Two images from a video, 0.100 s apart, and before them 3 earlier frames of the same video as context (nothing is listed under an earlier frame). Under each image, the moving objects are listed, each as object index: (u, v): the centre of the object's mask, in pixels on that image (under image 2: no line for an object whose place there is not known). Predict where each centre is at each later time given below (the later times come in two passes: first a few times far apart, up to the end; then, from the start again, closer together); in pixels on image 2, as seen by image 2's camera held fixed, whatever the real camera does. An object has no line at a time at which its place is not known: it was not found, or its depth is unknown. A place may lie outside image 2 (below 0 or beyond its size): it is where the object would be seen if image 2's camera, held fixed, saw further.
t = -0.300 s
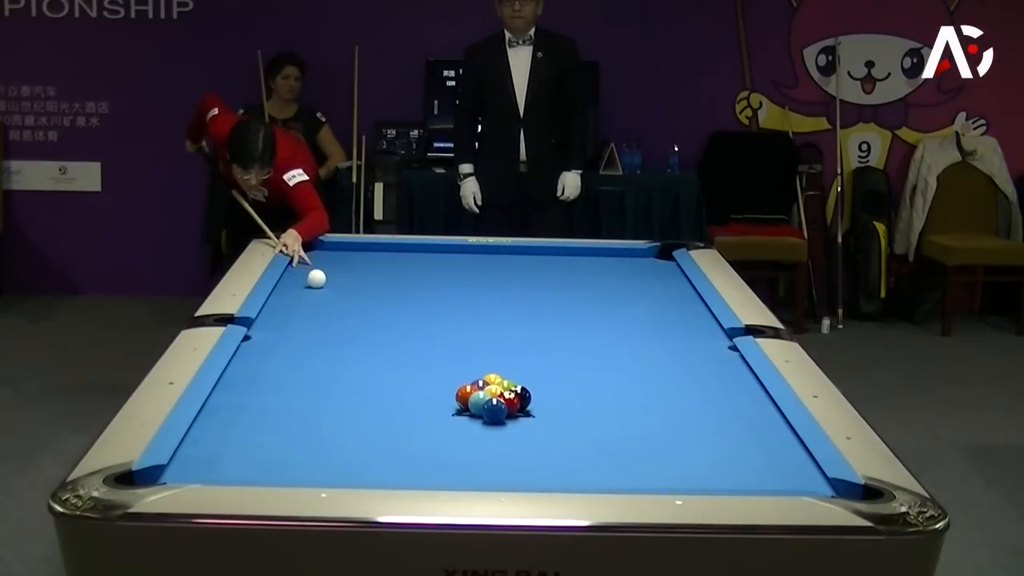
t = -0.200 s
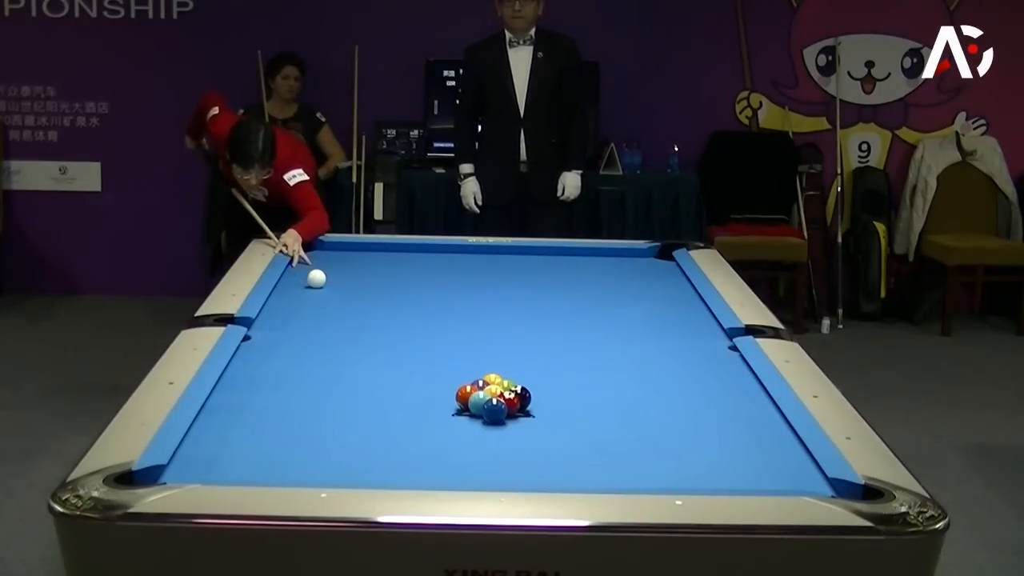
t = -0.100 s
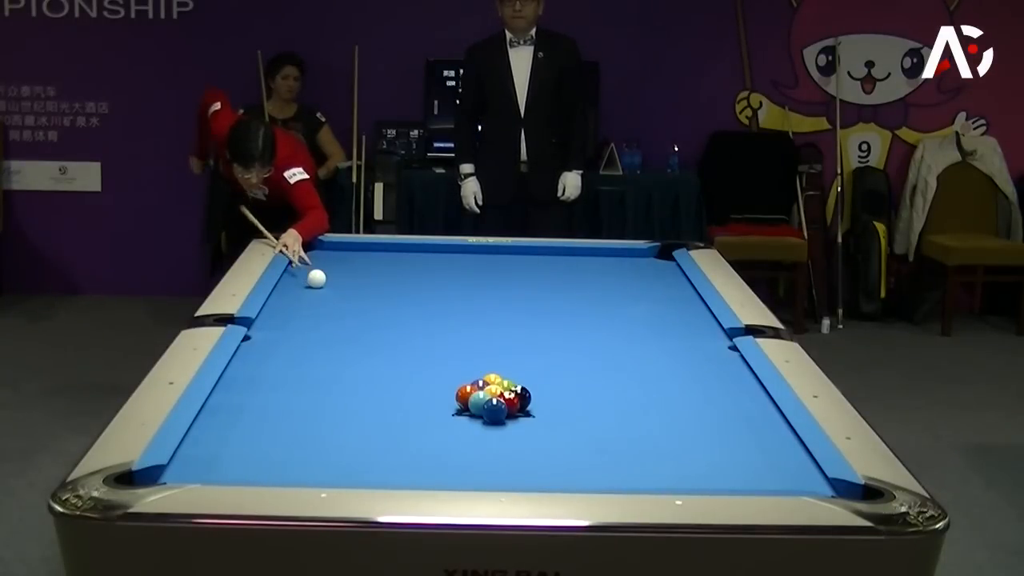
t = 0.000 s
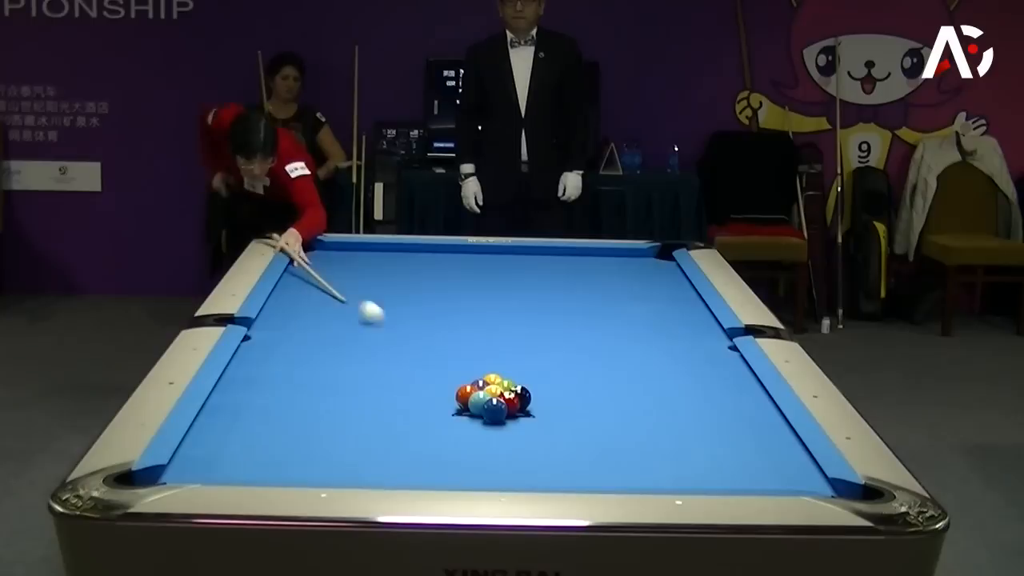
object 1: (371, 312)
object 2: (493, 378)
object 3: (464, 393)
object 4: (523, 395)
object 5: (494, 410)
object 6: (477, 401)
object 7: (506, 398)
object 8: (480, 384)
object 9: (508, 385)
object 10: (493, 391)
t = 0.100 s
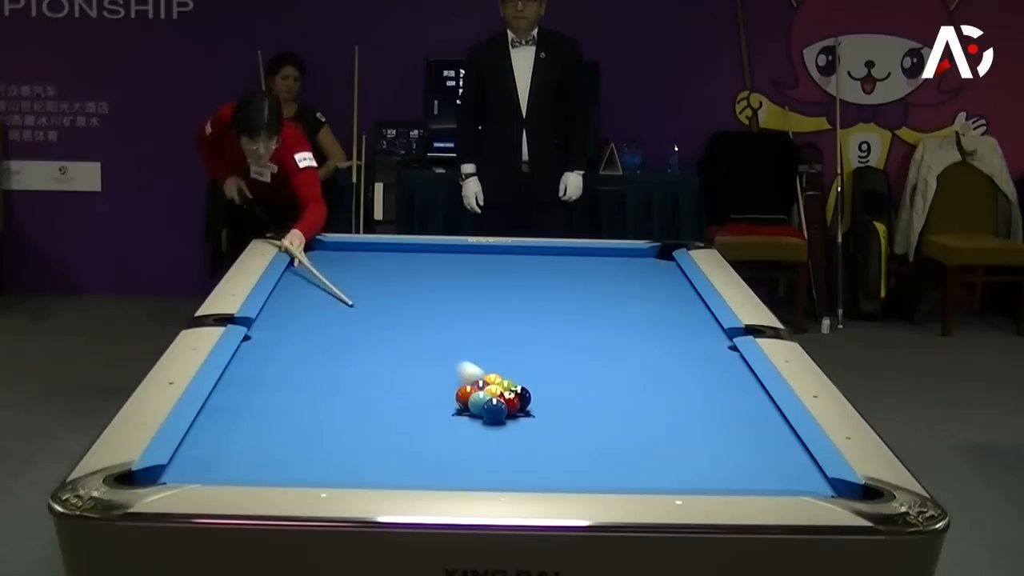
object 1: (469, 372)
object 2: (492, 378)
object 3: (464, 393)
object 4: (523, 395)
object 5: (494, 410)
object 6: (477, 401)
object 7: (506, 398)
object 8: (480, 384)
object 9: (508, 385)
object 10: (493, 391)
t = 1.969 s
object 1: (365, 408)
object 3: (461, 445)
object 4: (310, 430)
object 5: (462, 414)
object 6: (528, 454)
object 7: (607, 475)
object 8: (441, 388)
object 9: (502, 328)
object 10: (491, 402)
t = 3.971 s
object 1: (419, 371)
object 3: (707, 445)
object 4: (480, 407)
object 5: (654, 403)
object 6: (766, 469)
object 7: (633, 450)
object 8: (441, 388)
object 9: (288, 280)
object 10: (498, 398)
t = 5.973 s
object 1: (439, 360)
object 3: (702, 439)
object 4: (486, 409)
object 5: (715, 400)
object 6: (792, 479)
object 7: (633, 450)
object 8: (441, 388)
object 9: (350, 269)
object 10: (504, 397)
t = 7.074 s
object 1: (439, 359)
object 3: (702, 439)
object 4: (486, 409)
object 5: (714, 400)
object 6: (791, 479)
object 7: (633, 450)
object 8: (441, 388)
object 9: (356, 269)
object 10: (503, 398)
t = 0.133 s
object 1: (460, 379)
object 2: (504, 378)
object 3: (455, 396)
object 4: (568, 406)
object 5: (483, 417)
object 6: (471, 405)
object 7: (506, 403)
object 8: (477, 386)
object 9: (523, 390)
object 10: (492, 394)
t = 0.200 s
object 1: (426, 384)
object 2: (535, 377)
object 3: (433, 403)
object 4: (694, 432)
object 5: (450, 436)
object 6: (456, 412)
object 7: (510, 409)
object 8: (474, 392)
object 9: (559, 390)
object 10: (492, 398)
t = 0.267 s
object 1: (392, 389)
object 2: (560, 371)
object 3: (411, 411)
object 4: (785, 451)
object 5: (418, 455)
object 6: (441, 422)
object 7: (517, 414)
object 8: (472, 392)
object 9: (591, 388)
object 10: (493, 399)
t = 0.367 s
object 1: (347, 393)
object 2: (593, 364)
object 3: (381, 420)
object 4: (670, 465)
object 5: (370, 476)
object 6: (420, 431)
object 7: (523, 419)
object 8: (468, 391)
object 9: (633, 386)
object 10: (492, 399)
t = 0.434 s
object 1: (318, 395)
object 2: (613, 360)
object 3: (361, 425)
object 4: (594, 473)
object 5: (356, 469)
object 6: (406, 438)
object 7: (527, 423)
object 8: (465, 391)
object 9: (659, 385)
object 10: (492, 399)
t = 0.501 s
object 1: (289, 398)
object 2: (632, 355)
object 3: (341, 429)
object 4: (520, 478)
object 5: (344, 459)
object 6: (391, 445)
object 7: (531, 427)
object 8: (463, 390)
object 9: (685, 383)
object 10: (492, 400)
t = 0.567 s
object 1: (259, 400)
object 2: (651, 351)
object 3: (318, 433)
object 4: (454, 475)
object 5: (332, 449)
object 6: (376, 452)
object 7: (535, 430)
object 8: (461, 389)
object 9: (711, 382)
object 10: (492, 400)
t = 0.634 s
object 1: (230, 403)
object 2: (670, 347)
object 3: (289, 437)
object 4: (399, 470)
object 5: (331, 444)
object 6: (361, 459)
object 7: (540, 434)
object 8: (458, 389)
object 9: (736, 380)
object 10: (492, 401)
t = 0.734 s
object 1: (235, 405)
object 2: (696, 341)
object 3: (235, 435)
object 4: (358, 471)
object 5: (338, 440)
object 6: (302, 457)
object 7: (546, 440)
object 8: (455, 389)
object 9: (727, 376)
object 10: (492, 401)
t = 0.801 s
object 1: (251, 406)
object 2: (713, 337)
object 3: (202, 436)
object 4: (340, 474)
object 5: (341, 437)
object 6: (256, 453)
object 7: (550, 444)
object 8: (453, 388)
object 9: (711, 373)
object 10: (492, 401)
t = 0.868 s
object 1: (264, 407)
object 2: (729, 333)
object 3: (215, 431)
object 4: (319, 475)
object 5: (344, 434)
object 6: (211, 448)
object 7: (554, 448)
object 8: (452, 388)
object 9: (696, 370)
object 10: (491, 402)
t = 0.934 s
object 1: (277, 408)
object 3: (234, 438)
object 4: (295, 473)
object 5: (347, 432)
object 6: (204, 448)
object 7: (558, 451)
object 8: (450, 388)
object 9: (682, 367)
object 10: (491, 402)
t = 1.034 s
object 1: (295, 410)
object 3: (261, 435)
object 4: (258, 471)
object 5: (351, 427)
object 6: (245, 449)
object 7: (564, 457)
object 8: (448, 388)
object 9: (662, 363)
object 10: (491, 402)
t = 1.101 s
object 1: (307, 411)
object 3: (276, 434)
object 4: (234, 469)
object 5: (354, 425)
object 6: (266, 449)
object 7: (568, 461)
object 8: (447, 388)
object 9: (649, 359)
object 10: (491, 402)
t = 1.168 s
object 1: (319, 412)
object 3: (290, 432)
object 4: (210, 468)
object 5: (356, 423)
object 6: (287, 449)
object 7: (572, 465)
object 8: (446, 388)
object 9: (636, 357)
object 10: (491, 402)
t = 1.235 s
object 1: (331, 413)
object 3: (301, 434)
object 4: (187, 466)
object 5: (359, 420)
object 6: (308, 449)
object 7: (576, 469)
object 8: (445, 388)
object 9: (624, 354)
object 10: (491, 402)
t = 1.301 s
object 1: (340, 414)
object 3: (315, 436)
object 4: (191, 464)
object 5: (364, 419)
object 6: (328, 450)
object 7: (580, 472)
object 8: (444, 388)
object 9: (611, 351)
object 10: (491, 402)
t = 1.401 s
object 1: (344, 412)
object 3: (339, 439)
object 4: (213, 459)
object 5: (381, 418)
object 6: (359, 451)
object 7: (587, 475)
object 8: (443, 387)
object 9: (593, 348)
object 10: (491, 402)
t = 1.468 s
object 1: (347, 412)
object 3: (355, 440)
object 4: (226, 456)
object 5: (391, 418)
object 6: (380, 452)
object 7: (591, 477)
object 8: (442, 387)
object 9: (582, 345)
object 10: (491, 402)
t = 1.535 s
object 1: (350, 411)
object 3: (370, 441)
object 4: (238, 452)
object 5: (401, 418)
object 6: (401, 452)
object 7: (595, 479)
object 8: (442, 387)
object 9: (570, 342)
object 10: (491, 402)
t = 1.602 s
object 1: (353, 411)
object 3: (385, 442)
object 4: (250, 448)
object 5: (411, 417)
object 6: (421, 453)
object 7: (599, 480)
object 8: (441, 388)
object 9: (559, 340)
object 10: (491, 402)
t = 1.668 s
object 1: (355, 411)
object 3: (399, 443)
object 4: (262, 445)
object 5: (421, 417)
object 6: (441, 453)
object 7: (600, 479)
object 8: (441, 388)
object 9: (548, 338)
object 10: (491, 402)
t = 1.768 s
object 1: (359, 410)
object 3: (420, 444)
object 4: (279, 440)
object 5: (435, 416)
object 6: (470, 453)
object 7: (602, 478)
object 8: (441, 388)
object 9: (532, 334)
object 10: (491, 402)
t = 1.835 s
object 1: (361, 409)
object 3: (434, 444)
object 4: (290, 436)
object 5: (445, 415)
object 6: (490, 454)
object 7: (604, 477)
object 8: (441, 388)
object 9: (522, 332)
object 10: (491, 402)
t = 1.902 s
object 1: (363, 409)
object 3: (447, 444)
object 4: (300, 433)
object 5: (453, 414)
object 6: (509, 454)
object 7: (605, 476)
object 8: (441, 388)
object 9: (512, 330)
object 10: (491, 402)
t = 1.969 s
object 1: (365, 408)
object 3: (461, 445)
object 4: (310, 430)
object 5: (462, 414)
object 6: (528, 454)
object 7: (607, 475)
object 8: (441, 388)
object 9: (502, 328)
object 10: (491, 402)
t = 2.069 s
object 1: (368, 408)
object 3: (481, 446)
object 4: (325, 426)
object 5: (475, 413)
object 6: (556, 455)
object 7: (609, 473)
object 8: (441, 388)
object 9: (487, 324)
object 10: (492, 401)
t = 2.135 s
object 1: (370, 407)
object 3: (494, 446)
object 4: (335, 423)
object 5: (485, 413)
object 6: (575, 455)
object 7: (610, 472)
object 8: (441, 388)
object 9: (478, 323)
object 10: (492, 397)
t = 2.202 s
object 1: (371, 407)
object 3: (507, 446)
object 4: (344, 420)
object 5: (492, 412)
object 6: (592, 454)
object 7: (612, 471)
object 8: (441, 388)
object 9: (469, 320)
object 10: (491, 396)
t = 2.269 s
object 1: (373, 406)
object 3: (520, 446)
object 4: (353, 417)
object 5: (500, 412)
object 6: (611, 450)
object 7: (613, 470)
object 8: (441, 388)
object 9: (459, 319)
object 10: (488, 399)
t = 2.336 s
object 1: (377, 404)
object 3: (533, 447)
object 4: (362, 415)
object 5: (509, 411)
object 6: (632, 454)
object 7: (614, 468)
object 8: (441, 388)
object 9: (450, 317)
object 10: (490, 401)
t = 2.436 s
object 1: (379, 398)
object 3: (551, 447)
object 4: (373, 413)
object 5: (520, 411)
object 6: (656, 456)
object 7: (616, 466)
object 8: (441, 388)
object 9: (438, 314)
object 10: (490, 401)
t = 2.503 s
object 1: (381, 396)
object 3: (563, 448)
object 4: (380, 412)
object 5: (528, 410)
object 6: (673, 456)
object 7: (617, 465)
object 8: (441, 388)
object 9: (429, 312)
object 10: (491, 402)
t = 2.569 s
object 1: (382, 395)
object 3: (575, 448)
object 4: (386, 412)
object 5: (535, 409)
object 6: (691, 457)
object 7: (618, 464)
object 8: (441, 388)
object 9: (421, 310)
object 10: (491, 402)
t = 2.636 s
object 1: (383, 395)
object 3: (587, 448)
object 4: (393, 412)
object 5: (543, 409)
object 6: (707, 457)
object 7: (619, 462)
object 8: (441, 388)
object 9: (413, 308)
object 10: (491, 402)
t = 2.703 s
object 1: (386, 394)
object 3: (598, 448)
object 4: (399, 411)
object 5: (550, 409)
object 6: (724, 457)
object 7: (620, 461)
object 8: (441, 388)
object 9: (405, 307)
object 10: (491, 402)
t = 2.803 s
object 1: (390, 393)
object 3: (613, 444)
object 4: (408, 411)
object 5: (560, 408)
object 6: (750, 458)
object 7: (621, 459)
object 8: (441, 388)
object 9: (394, 304)
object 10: (491, 402)
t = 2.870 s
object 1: (392, 391)
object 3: (630, 444)
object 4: (413, 411)
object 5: (566, 408)
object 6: (766, 458)
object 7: (622, 459)
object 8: (441, 388)
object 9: (386, 302)
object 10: (491, 402)
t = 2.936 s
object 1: (394, 390)
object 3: (641, 448)
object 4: (419, 410)
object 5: (573, 407)
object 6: (782, 458)
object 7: (624, 458)
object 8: (441, 387)
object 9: (379, 300)
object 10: (491, 402)
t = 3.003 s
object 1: (396, 388)
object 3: (650, 450)
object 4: (425, 410)
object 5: (580, 407)
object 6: (798, 458)
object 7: (625, 457)
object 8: (441, 388)
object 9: (372, 299)
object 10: (491, 402)
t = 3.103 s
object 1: (399, 386)
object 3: (666, 451)
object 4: (432, 410)
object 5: (589, 406)
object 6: (787, 458)
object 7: (626, 455)
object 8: (441, 387)
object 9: (362, 297)
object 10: (491, 402)
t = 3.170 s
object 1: (401, 385)
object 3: (676, 451)
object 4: (438, 409)
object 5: (595, 406)
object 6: (778, 458)
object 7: (627, 455)
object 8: (441, 386)
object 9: (355, 295)
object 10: (491, 402)
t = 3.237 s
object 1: (403, 383)
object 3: (686, 452)
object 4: (443, 409)
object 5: (600, 406)
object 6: (769, 458)
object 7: (627, 454)
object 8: (441, 386)
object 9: (349, 294)
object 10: (491, 402)
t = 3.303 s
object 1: (405, 381)
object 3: (697, 452)
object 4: (448, 409)
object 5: (606, 405)
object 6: (761, 458)
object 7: (628, 453)
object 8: (440, 387)
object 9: (342, 293)
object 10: (491, 402)
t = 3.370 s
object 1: (406, 381)
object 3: (707, 452)
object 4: (452, 408)
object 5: (611, 405)
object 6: (753, 458)
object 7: (629, 453)
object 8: (441, 388)
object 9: (336, 291)
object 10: (491, 402)
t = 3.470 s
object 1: (409, 379)
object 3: (715, 452)
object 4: (459, 408)
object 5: (620, 405)
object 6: (747, 459)
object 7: (629, 452)
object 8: (441, 388)
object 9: (327, 289)
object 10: (490, 401)
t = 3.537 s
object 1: (410, 377)
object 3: (713, 451)
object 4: (463, 407)
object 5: (625, 404)
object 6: (750, 460)
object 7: (630, 452)
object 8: (441, 388)
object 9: (321, 288)
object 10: (490, 402)
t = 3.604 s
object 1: (412, 376)
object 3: (712, 450)
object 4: (466, 407)
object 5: (630, 404)
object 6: (753, 461)
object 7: (631, 451)
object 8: (441, 388)
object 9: (315, 286)
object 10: (491, 401)
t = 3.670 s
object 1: (413, 375)
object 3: (711, 449)
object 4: (471, 407)
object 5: (635, 404)
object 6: (755, 463)
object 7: (631, 451)
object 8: (441, 388)
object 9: (310, 285)
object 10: (492, 401)
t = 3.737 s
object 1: (415, 374)
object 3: (710, 448)
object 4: (474, 407)
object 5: (639, 404)
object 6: (758, 464)
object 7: (632, 451)
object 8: (441, 388)
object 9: (304, 284)
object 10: (493, 401)
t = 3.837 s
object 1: (417, 373)
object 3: (709, 447)
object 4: (477, 408)
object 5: (646, 403)
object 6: (761, 466)
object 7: (632, 451)
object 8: (441, 388)
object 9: (296, 282)
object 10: (496, 400)
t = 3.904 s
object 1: (418, 371)
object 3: (708, 446)
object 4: (478, 408)
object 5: (650, 403)
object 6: (764, 467)
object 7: (632, 450)
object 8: (441, 388)
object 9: (291, 281)
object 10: (497, 399)
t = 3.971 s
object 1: (419, 371)
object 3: (707, 445)
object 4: (480, 407)
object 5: (654, 403)
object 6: (766, 469)
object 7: (633, 450)
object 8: (441, 388)
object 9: (288, 280)
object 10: (498, 398)
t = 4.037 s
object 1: (421, 370)
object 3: (706, 444)
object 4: (482, 408)
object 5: (658, 403)
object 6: (767, 470)
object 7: (633, 450)
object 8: (441, 388)
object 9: (291, 279)
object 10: (499, 398)
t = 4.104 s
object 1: (422, 369)
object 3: (706, 444)
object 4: (483, 408)
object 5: (662, 403)
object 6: (770, 471)
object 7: (633, 450)
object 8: (441, 388)
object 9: (294, 279)
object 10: (500, 398)
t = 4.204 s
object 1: (423, 368)
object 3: (705, 443)
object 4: (485, 408)
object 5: (668, 402)
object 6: (772, 472)
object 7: (633, 450)
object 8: (441, 388)
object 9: (299, 278)
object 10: (502, 397)
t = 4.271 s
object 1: (424, 367)
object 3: (704, 442)
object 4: (486, 408)
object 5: (671, 402)
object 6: (774, 473)
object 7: (633, 450)
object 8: (441, 388)
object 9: (302, 277)
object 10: (502, 397)
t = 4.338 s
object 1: (426, 366)
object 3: (704, 441)
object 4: (487, 408)
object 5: (675, 402)
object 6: (776, 474)
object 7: (633, 450)
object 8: (441, 388)
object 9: (305, 277)
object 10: (503, 397)
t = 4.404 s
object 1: (427, 366)
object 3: (703, 441)
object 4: (487, 409)
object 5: (678, 402)
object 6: (777, 474)
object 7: (633, 450)
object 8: (441, 388)
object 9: (307, 276)
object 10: (503, 397)
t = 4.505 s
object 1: (428, 364)
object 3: (703, 440)
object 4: (486, 409)
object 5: (683, 401)
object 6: (780, 475)
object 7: (633, 450)
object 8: (441, 388)
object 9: (311, 276)
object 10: (503, 397)
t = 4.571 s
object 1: (429, 364)
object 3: (702, 440)
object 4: (486, 409)
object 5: (686, 401)
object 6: (781, 476)
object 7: (633, 450)
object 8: (441, 388)
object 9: (314, 275)
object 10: (503, 397)
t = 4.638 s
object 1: (430, 363)
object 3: (702, 440)
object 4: (486, 409)
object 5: (688, 401)
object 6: (783, 476)
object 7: (633, 450)
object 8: (441, 388)
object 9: (317, 275)
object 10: (504, 397)
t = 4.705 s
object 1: (431, 363)
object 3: (702, 439)
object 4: (486, 409)
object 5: (691, 401)
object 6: (784, 477)
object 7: (633, 450)
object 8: (441, 388)
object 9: (319, 274)
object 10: (504, 397)
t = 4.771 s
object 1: (432, 363)
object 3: (702, 439)
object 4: (486, 409)
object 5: (693, 401)
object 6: (785, 477)
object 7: (633, 450)
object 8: (441, 388)
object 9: (321, 274)
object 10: (504, 397)
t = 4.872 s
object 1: (434, 362)
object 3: (702, 439)
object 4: (486, 409)
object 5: (697, 401)
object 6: (787, 477)
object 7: (633, 450)
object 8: (441, 388)
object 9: (325, 274)
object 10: (504, 397)
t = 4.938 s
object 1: (435, 362)
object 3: (702, 439)
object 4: (486, 409)
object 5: (699, 401)
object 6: (788, 478)
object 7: (633, 450)
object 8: (441, 388)
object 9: (327, 273)
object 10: (504, 397)
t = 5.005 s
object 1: (435, 361)
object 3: (702, 439)
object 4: (486, 410)
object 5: (701, 401)
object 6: (789, 478)
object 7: (633, 450)
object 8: (441, 388)
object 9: (329, 273)
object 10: (504, 397)
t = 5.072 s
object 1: (436, 361)
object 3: (702, 439)
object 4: (486, 409)
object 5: (703, 401)
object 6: (790, 478)
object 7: (633, 450)
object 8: (441, 388)
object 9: (331, 272)
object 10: (504, 397)
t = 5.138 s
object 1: (436, 361)
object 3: (702, 439)
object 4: (486, 409)
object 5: (705, 401)
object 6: (791, 478)
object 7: (633, 450)
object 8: (441, 388)
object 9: (332, 272)
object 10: (504, 397)
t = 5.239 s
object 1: (437, 361)
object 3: (702, 439)
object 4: (486, 410)
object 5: (708, 401)
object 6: (791, 479)
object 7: (633, 450)
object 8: (441, 387)
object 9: (335, 272)
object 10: (504, 397)
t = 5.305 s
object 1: (437, 360)
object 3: (702, 439)
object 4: (486, 409)
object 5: (709, 400)
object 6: (792, 479)
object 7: (633, 450)
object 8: (441, 387)
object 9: (337, 271)
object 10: (504, 397)
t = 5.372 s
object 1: (437, 360)
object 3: (702, 439)
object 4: (486, 409)
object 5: (710, 401)
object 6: (792, 479)
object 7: (633, 450)
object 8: (441, 387)
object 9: (339, 271)
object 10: (504, 397)
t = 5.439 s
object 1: (438, 360)
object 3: (702, 439)
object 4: (486, 409)
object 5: (712, 400)
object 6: (792, 479)
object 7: (633, 450)
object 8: (441, 387)
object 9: (340, 271)
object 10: (504, 397)
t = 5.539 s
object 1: (438, 359)
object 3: (702, 439)
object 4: (486, 409)
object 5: (713, 400)
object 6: (792, 479)
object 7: (633, 450)
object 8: (441, 388)
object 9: (342, 270)
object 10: (504, 397)
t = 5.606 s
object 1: (438, 359)
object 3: (702, 439)
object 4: (486, 410)
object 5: (714, 400)
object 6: (792, 479)
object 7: (633, 450)
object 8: (441, 388)
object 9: (344, 270)
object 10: (504, 397)
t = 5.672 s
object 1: (438, 359)
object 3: (702, 439)
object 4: (486, 409)
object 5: (715, 400)
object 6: (792, 479)
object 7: (633, 450)
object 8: (441, 387)
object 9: (345, 270)
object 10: (504, 397)
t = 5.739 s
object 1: (439, 359)
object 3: (702, 439)
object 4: (486, 409)
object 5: (715, 400)
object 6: (792, 479)
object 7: (633, 450)
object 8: (441, 388)
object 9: (346, 270)
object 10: (504, 397)
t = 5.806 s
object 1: (439, 359)
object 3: (702, 439)
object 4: (486, 409)
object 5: (715, 400)
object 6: (792, 479)
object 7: (633, 450)
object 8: (441, 388)
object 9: (347, 270)
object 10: (504, 397)
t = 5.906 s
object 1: (439, 359)
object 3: (702, 439)
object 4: (486, 409)
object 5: (715, 400)
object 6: (792, 479)
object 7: (633, 450)
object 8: (441, 388)
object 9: (349, 270)
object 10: (504, 397)
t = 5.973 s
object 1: (439, 360)
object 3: (702, 439)
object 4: (486, 409)
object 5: (715, 400)
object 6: (792, 479)
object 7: (633, 450)
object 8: (441, 388)
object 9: (350, 269)
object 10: (504, 397)
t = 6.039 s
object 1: (439, 360)
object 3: (702, 439)
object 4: (486, 409)
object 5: (715, 400)
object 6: (792, 479)
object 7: (633, 450)
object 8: (441, 388)
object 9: (350, 269)
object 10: (504, 397)
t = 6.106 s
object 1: (439, 360)
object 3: (702, 439)
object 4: (486, 409)
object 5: (714, 400)
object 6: (792, 479)
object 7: (633, 450)
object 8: (441, 388)
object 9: (351, 269)
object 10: (504, 397)
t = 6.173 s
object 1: (439, 360)
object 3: (702, 439)
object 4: (486, 409)
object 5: (714, 400)
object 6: (792, 479)
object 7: (633, 450)
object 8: (441, 388)
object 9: (352, 269)
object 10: (504, 397)
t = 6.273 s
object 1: (439, 359)
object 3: (702, 439)
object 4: (486, 409)
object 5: (714, 400)
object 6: (792, 479)
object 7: (633, 450)
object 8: (441, 388)
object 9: (353, 269)
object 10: (504, 397)
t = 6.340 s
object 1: (439, 359)
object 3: (702, 439)
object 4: (486, 409)
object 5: (714, 400)
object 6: (792, 479)
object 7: (633, 450)
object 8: (441, 388)
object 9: (354, 269)
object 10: (504, 397)
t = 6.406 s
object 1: (439, 359)
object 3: (702, 439)
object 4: (486, 409)
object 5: (714, 400)
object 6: (791, 479)
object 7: (633, 450)
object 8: (441, 388)
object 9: (354, 269)
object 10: (504, 397)
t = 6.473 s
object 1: (439, 359)
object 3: (702, 439)
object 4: (486, 409)
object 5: (714, 400)
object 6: (791, 479)
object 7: (633, 450)
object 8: (441, 388)
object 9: (355, 269)
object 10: (504, 397)
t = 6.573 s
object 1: (439, 360)
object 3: (702, 439)
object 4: (486, 409)
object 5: (714, 400)
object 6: (791, 479)
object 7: (633, 450)
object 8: (441, 388)
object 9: (355, 269)
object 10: (504, 397)
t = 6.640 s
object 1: (439, 359)
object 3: (702, 439)
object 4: (486, 409)
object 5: (714, 400)
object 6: (791, 479)
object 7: (633, 450)
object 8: (441, 388)
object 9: (355, 269)
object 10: (504, 397)
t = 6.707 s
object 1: (439, 359)
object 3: (702, 439)
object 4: (486, 409)
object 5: (714, 400)
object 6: (791, 479)
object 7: (633, 450)
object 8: (441, 388)
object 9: (356, 269)
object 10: (504, 397)
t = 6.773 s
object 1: (439, 359)
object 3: (702, 439)
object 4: (486, 409)
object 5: (714, 400)
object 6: (791, 479)
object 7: (633, 450)
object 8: (441, 388)
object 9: (356, 269)
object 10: (504, 397)
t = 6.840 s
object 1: (439, 359)
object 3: (702, 439)
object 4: (486, 409)
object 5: (714, 400)
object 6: (791, 479)
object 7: (633, 450)
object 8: (441, 388)
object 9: (356, 269)
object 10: (504, 397)
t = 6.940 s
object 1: (439, 359)
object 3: (702, 439)
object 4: (486, 409)
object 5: (714, 400)
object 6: (791, 479)
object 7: (633, 450)
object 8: (441, 388)
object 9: (356, 269)
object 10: (504, 397)
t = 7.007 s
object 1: (439, 359)
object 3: (702, 439)
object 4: (486, 409)
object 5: (714, 400)
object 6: (791, 479)
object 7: (633, 450)
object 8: (441, 388)
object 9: (356, 269)
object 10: (504, 397)
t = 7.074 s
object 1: (439, 359)
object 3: (702, 439)
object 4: (486, 409)
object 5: (714, 400)
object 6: (791, 479)
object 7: (633, 450)
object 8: (441, 388)
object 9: (356, 269)
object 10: (503, 398)
